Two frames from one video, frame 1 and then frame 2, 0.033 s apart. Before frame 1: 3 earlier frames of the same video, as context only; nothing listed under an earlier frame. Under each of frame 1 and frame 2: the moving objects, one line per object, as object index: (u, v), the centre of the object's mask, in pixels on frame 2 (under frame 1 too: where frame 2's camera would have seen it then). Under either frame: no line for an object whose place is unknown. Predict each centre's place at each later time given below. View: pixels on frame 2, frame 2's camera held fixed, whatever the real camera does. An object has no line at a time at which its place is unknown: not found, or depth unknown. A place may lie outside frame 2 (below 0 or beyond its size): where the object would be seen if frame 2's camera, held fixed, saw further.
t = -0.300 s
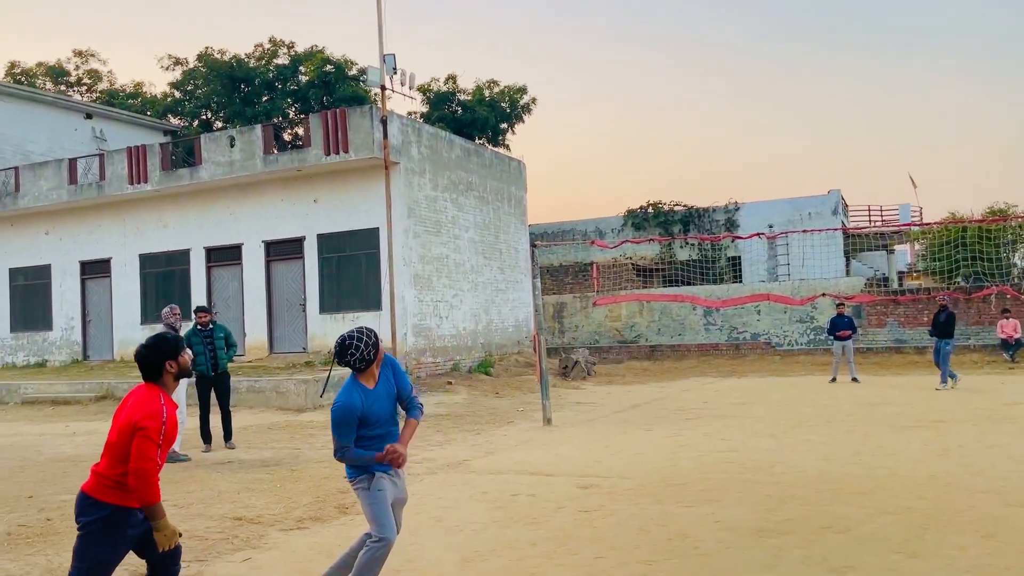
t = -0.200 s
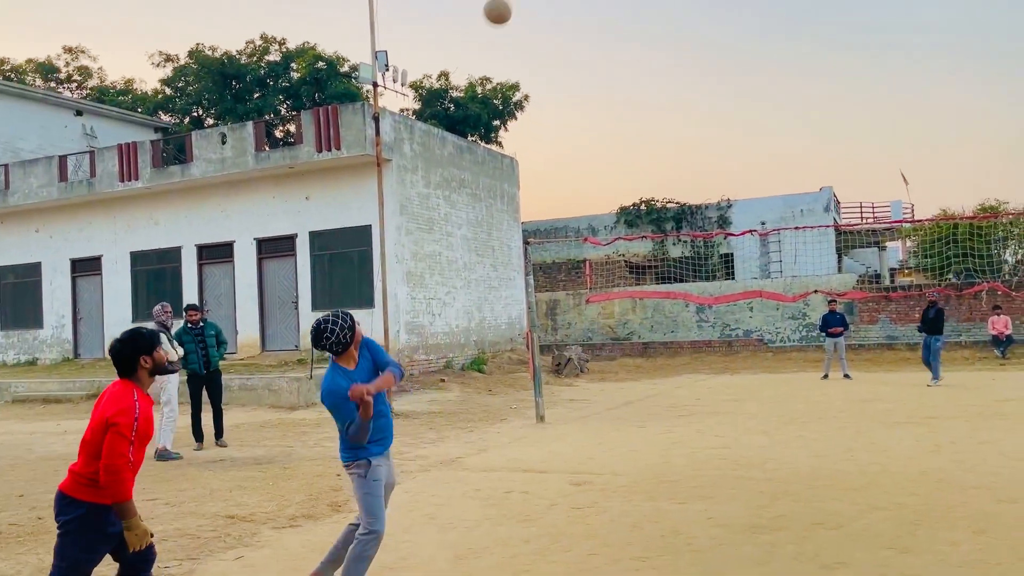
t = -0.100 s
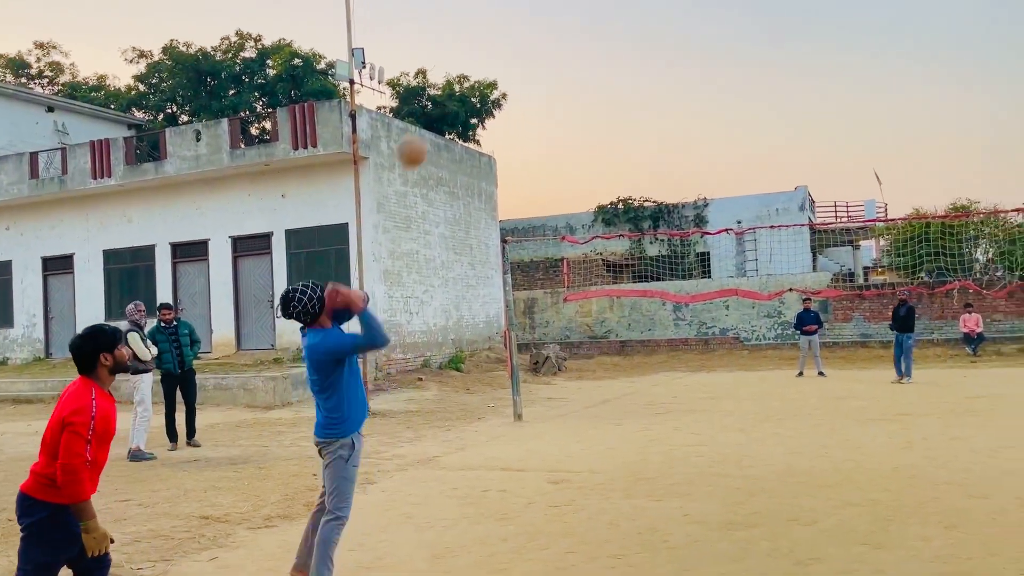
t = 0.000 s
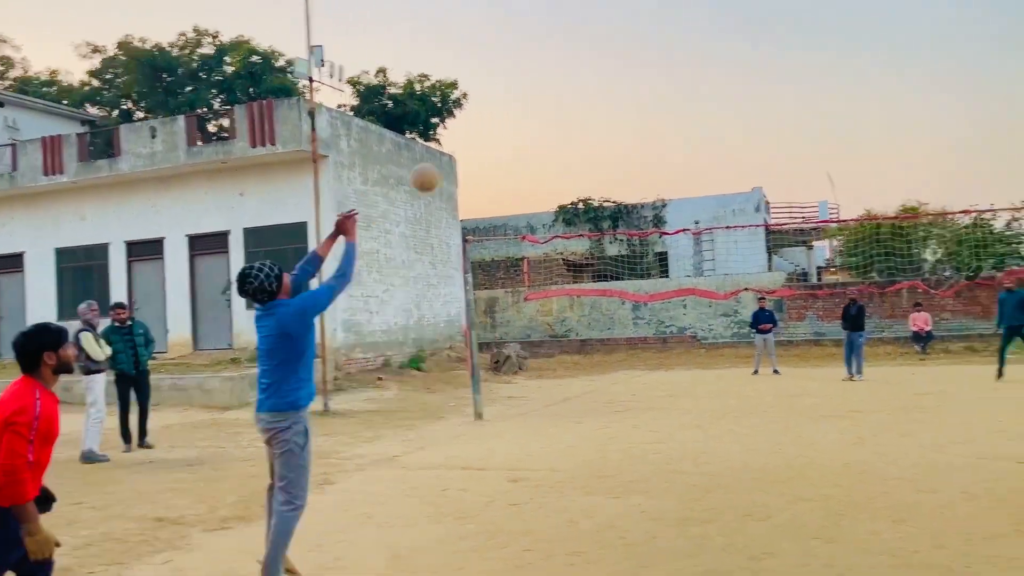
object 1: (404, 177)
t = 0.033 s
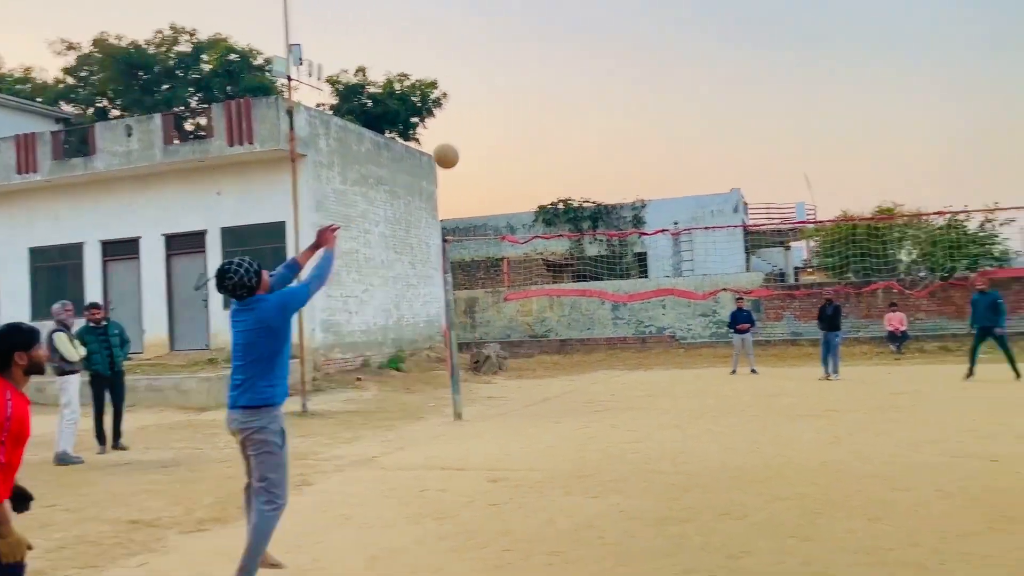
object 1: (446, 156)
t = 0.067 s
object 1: (481, 139)
